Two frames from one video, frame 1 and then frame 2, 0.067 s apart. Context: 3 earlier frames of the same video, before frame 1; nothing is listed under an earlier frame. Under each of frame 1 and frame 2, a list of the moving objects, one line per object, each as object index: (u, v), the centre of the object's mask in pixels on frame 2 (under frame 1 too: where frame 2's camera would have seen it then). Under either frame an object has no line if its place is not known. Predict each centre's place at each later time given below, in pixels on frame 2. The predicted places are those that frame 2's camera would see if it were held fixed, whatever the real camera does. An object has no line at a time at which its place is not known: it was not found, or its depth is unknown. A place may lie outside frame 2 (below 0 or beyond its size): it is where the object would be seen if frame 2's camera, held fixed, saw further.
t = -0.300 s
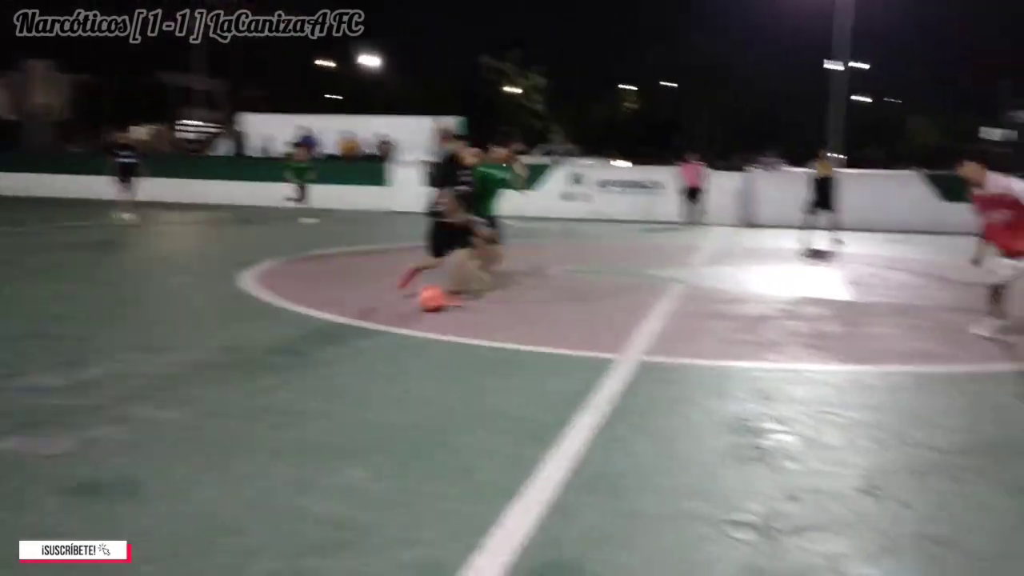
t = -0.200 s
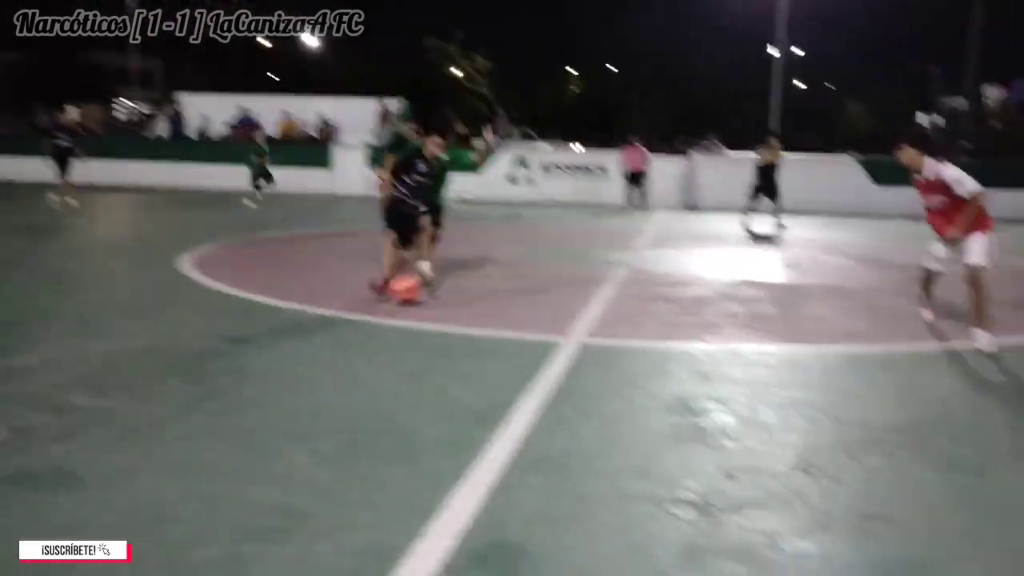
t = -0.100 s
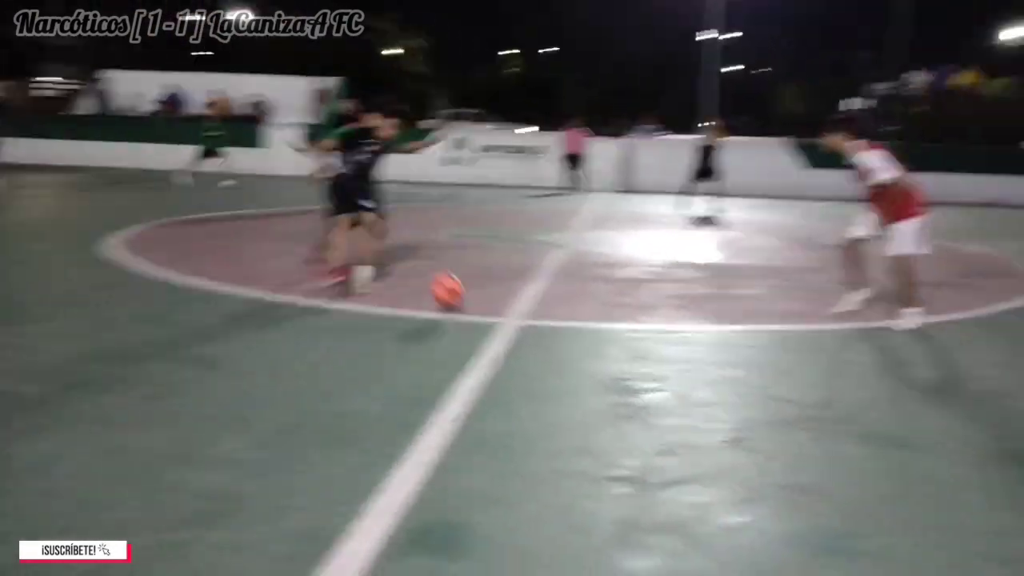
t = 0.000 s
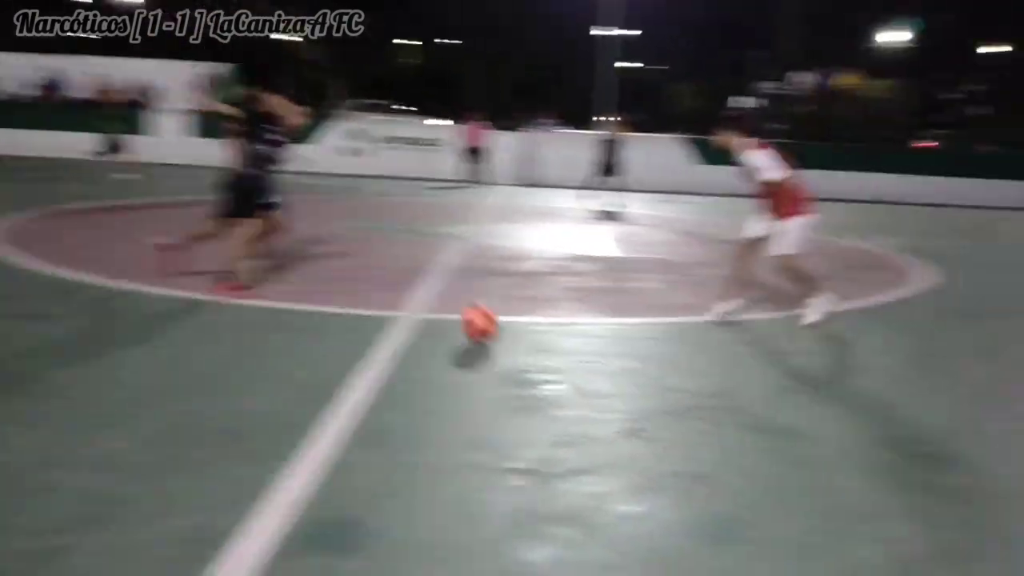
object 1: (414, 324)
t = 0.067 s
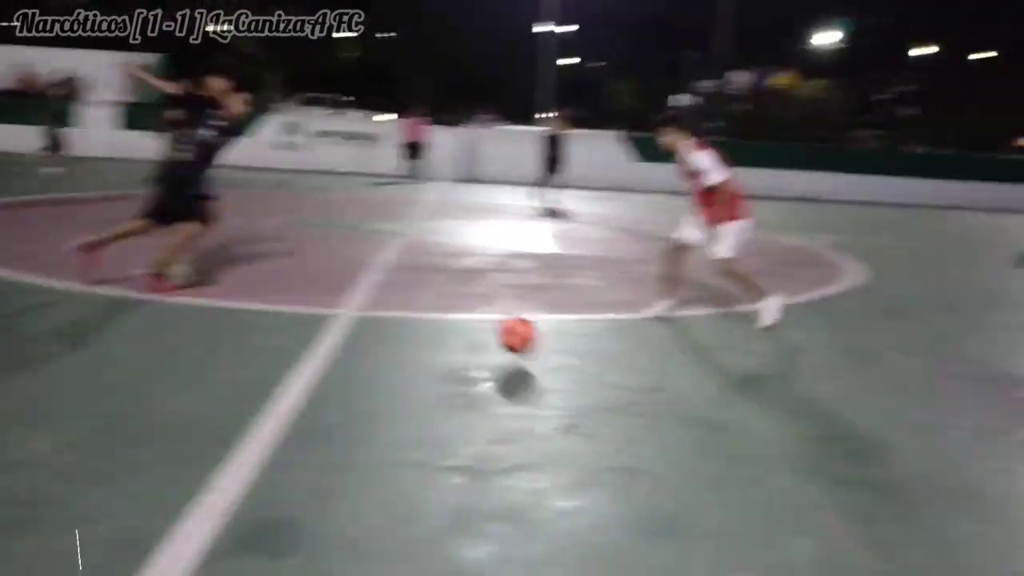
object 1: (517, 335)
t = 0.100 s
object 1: (572, 342)
